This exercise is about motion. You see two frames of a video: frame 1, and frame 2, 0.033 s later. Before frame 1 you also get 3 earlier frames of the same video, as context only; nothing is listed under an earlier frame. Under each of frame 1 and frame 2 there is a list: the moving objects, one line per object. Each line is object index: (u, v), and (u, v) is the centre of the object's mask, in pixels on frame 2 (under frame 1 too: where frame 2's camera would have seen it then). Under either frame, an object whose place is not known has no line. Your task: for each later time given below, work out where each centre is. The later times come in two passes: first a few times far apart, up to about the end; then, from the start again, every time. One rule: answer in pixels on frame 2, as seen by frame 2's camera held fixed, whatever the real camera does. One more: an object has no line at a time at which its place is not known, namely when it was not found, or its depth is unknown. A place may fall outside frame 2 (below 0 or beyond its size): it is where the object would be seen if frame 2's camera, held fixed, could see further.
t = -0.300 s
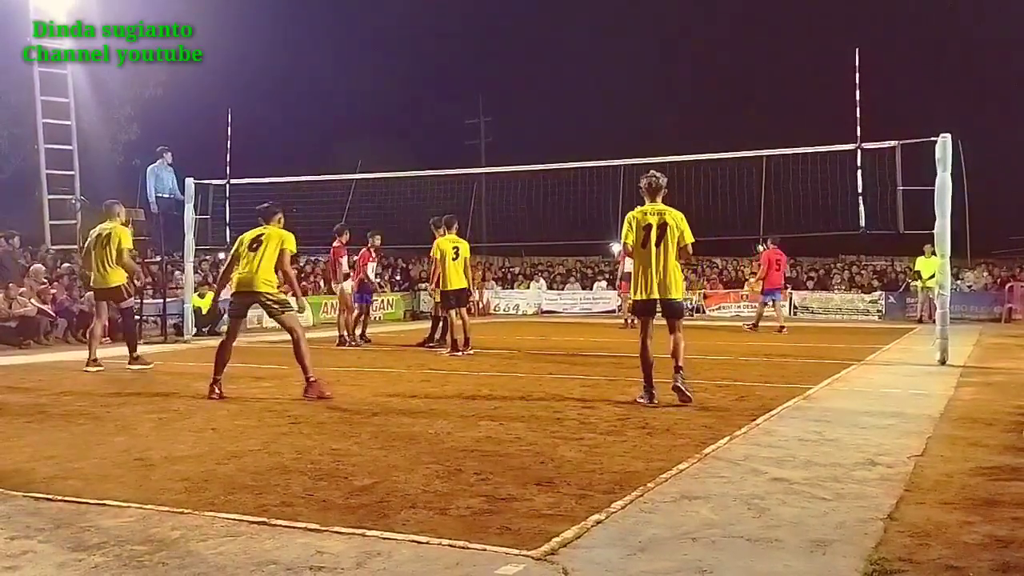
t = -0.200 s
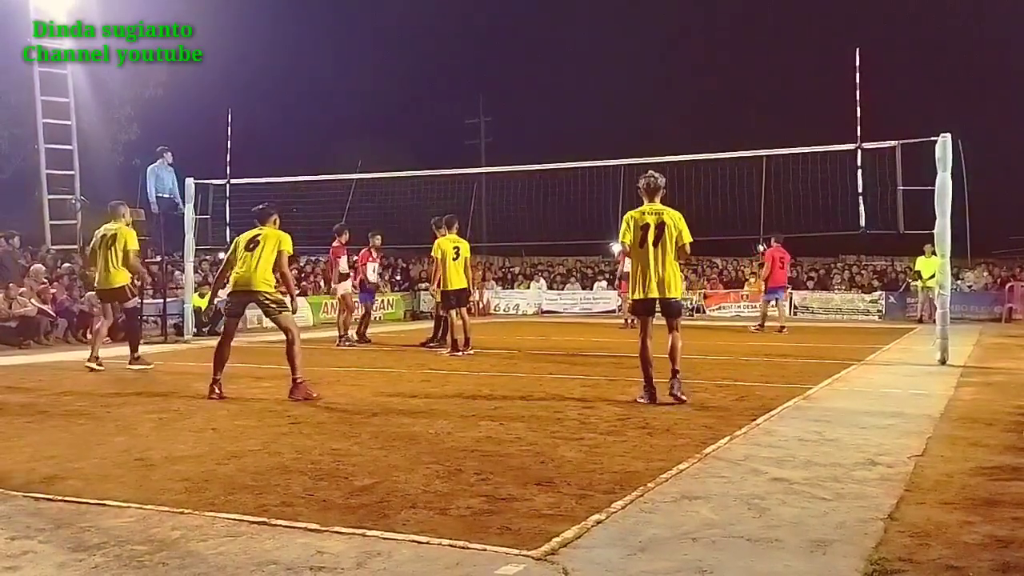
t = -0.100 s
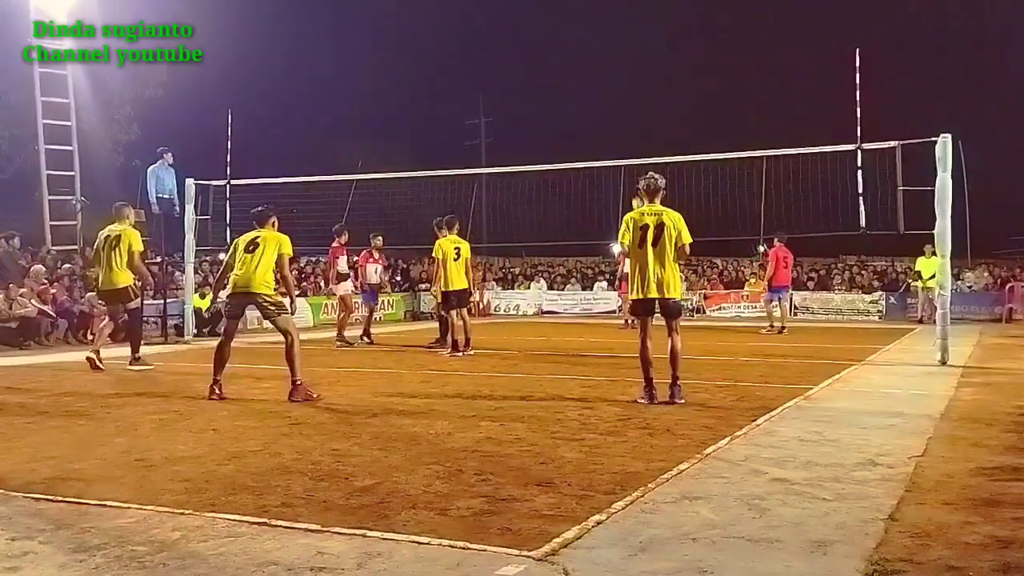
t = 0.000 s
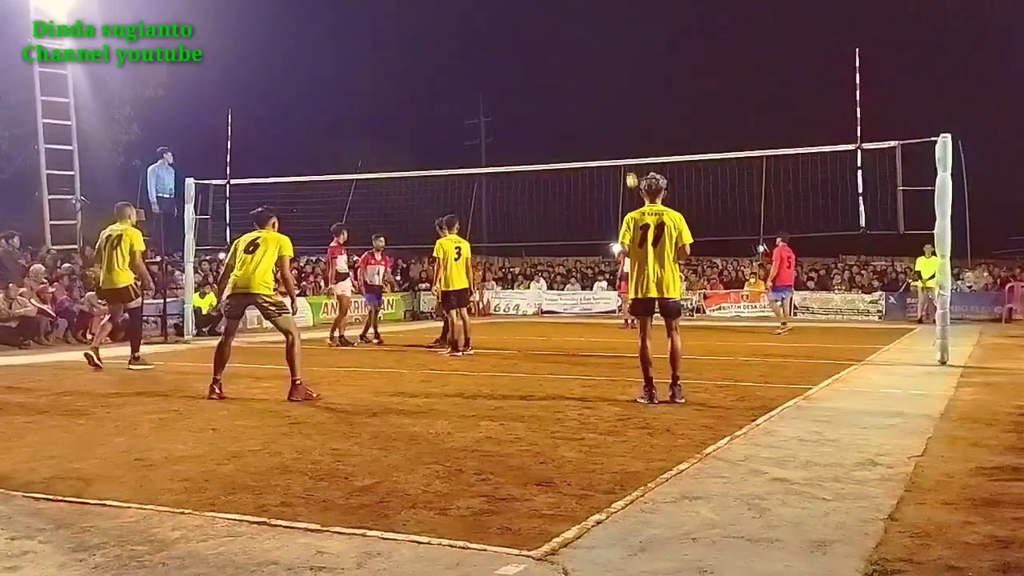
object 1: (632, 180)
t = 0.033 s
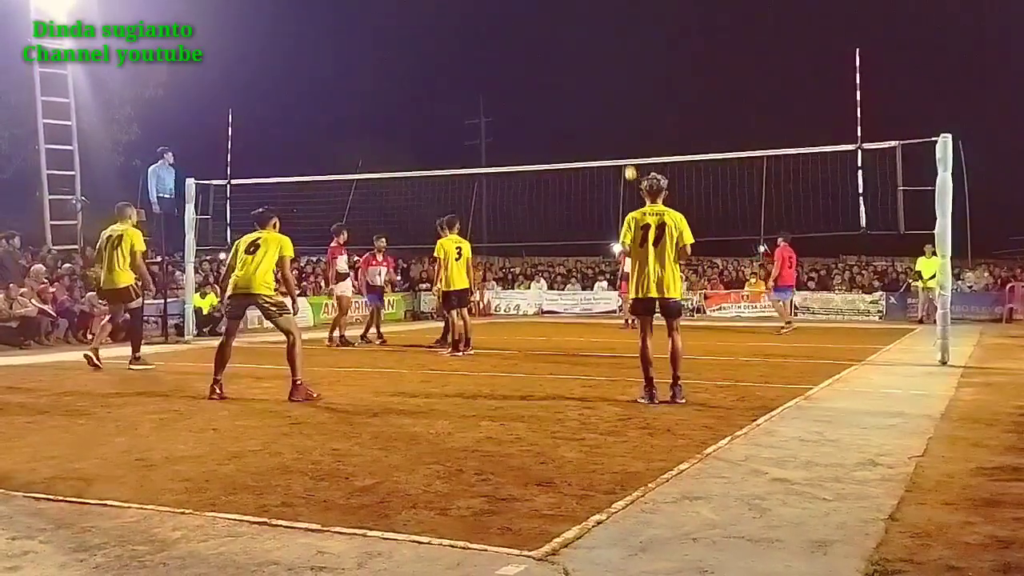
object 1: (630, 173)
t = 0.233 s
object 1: (617, 132)
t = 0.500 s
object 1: (588, 98)
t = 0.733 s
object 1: (551, 115)
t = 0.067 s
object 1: (629, 168)
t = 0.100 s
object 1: (625, 155)
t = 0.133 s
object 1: (624, 151)
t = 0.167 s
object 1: (622, 144)
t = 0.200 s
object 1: (619, 138)
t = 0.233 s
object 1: (617, 132)
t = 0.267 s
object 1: (614, 126)
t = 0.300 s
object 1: (610, 120)
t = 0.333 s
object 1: (607, 115)
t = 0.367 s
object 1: (604, 110)
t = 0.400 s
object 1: (600, 106)
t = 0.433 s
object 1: (597, 102)
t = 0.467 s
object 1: (592, 100)
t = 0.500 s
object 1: (588, 98)
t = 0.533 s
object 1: (583, 97)
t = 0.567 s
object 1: (578, 97)
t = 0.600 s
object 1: (574, 99)
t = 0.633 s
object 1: (568, 101)
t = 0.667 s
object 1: (563, 104)
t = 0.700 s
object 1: (557, 109)
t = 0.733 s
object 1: (551, 115)
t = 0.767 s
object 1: (545, 122)
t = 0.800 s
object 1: (538, 131)
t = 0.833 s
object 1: (531, 141)
